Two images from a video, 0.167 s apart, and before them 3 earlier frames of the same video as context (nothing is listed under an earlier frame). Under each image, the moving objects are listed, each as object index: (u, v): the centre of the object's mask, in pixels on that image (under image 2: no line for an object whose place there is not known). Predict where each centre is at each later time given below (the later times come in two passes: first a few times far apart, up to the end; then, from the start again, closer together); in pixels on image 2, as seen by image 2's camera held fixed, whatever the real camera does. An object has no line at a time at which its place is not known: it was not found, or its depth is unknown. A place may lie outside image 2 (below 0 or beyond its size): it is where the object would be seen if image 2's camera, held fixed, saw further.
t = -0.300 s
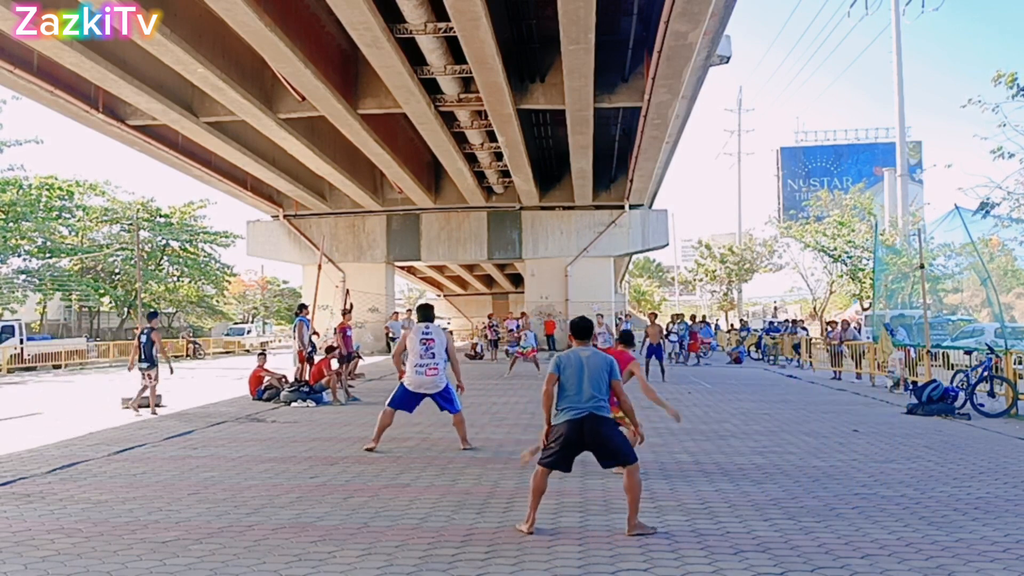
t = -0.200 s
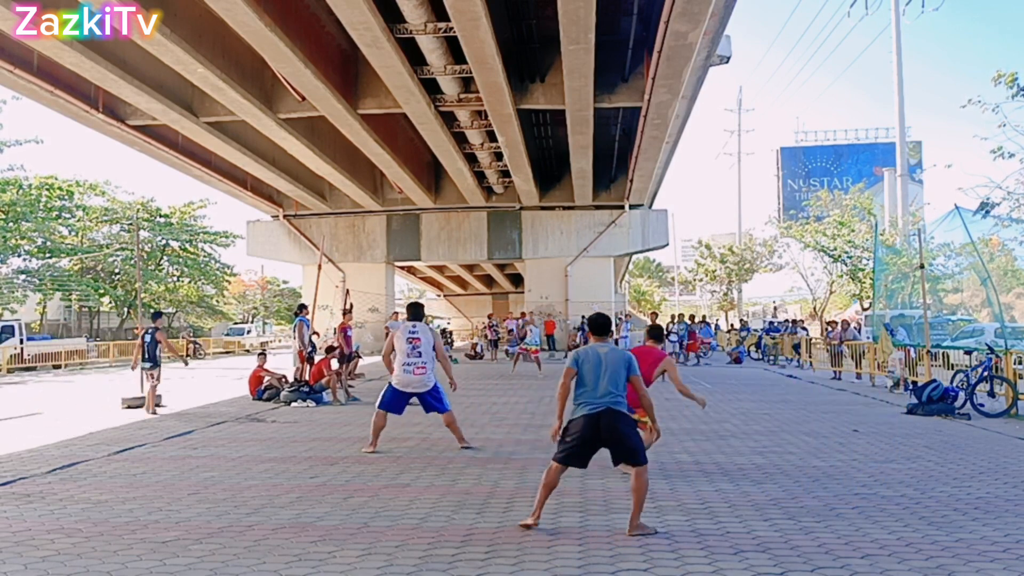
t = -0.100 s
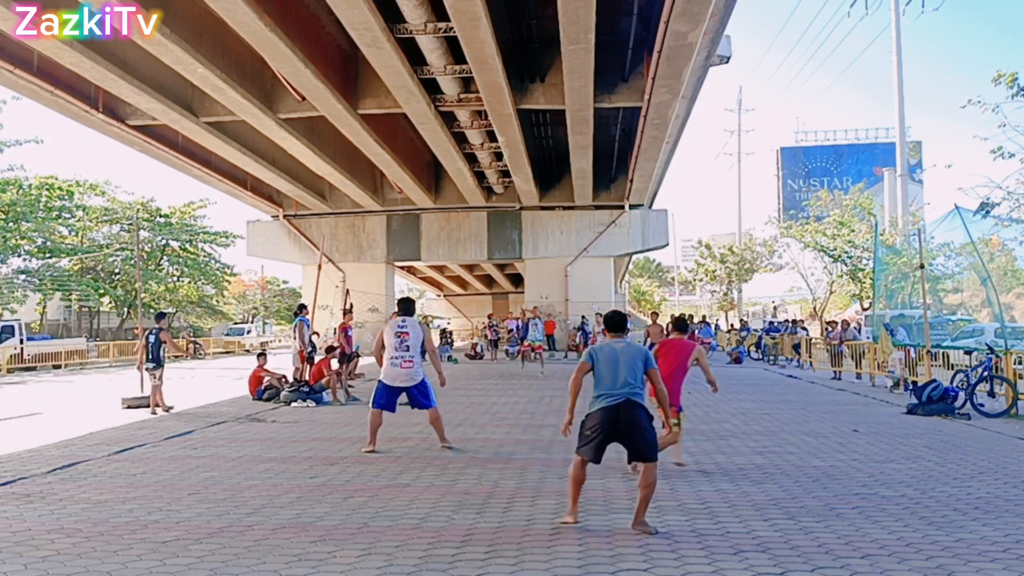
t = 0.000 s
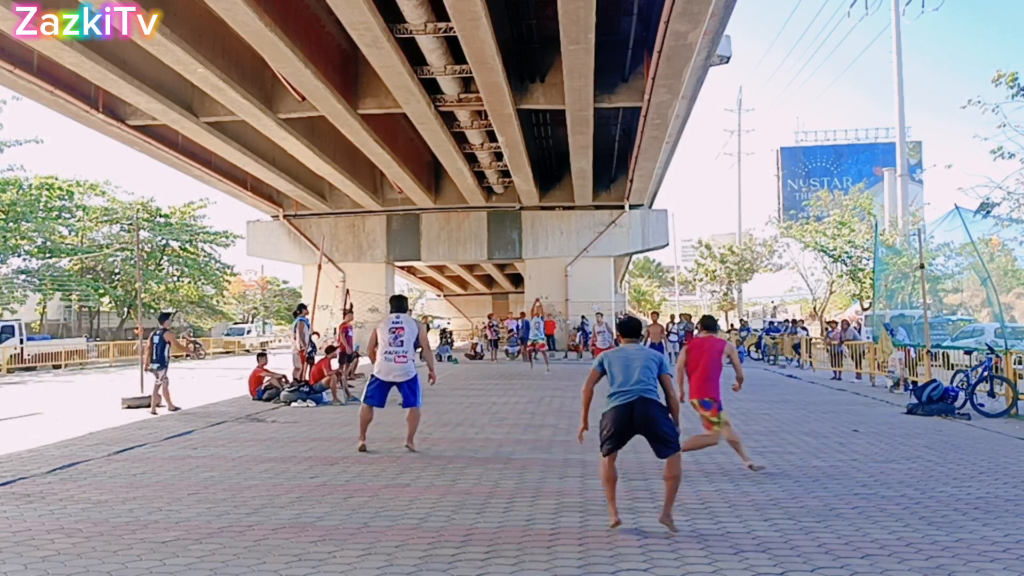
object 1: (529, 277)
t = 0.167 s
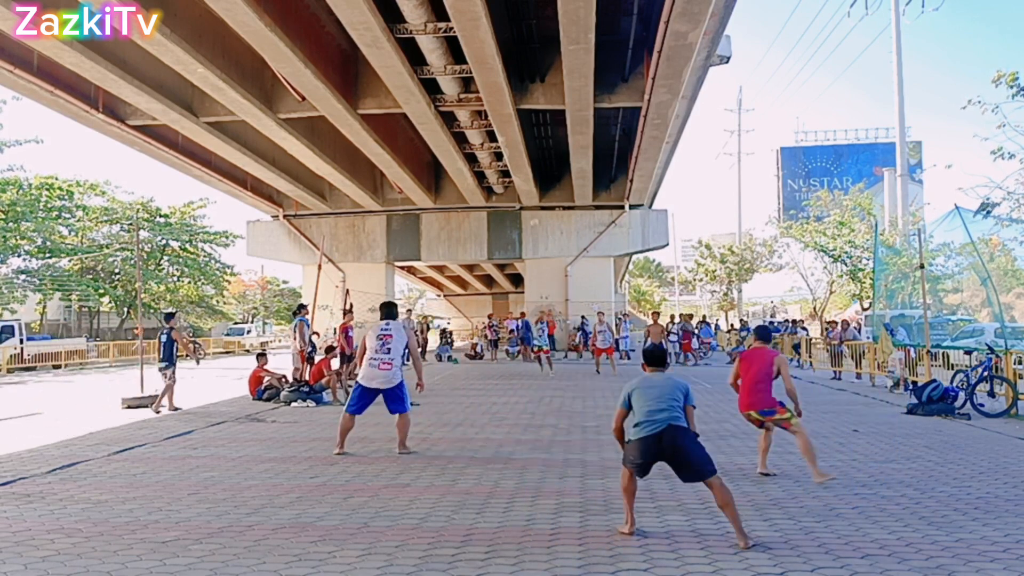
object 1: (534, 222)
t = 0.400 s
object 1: (538, 153)
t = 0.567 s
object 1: (537, 112)
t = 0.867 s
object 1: (528, 56)
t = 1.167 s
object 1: (501, 57)
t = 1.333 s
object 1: (471, 109)
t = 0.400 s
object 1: (538, 153)
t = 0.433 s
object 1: (538, 145)
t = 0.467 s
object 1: (538, 136)
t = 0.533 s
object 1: (537, 119)
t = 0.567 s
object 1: (537, 112)
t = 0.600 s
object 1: (537, 104)
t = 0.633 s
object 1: (536, 96)
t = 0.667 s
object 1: (536, 88)
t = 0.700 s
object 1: (534, 82)
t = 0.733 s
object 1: (533, 76)
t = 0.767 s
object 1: (532, 71)
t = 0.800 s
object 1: (531, 66)
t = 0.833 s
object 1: (529, 60)
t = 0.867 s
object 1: (528, 56)
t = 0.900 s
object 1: (526, 53)
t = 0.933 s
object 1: (523, 50)
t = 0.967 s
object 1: (521, 48)
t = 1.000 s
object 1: (518, 47)
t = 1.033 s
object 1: (515, 46)
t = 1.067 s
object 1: (513, 47)
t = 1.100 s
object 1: (509, 49)
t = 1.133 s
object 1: (505, 53)
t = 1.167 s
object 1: (501, 57)
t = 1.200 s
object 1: (496, 63)
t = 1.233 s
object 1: (491, 71)
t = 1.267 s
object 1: (485, 81)
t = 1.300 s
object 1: (478, 93)
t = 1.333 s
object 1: (471, 109)
